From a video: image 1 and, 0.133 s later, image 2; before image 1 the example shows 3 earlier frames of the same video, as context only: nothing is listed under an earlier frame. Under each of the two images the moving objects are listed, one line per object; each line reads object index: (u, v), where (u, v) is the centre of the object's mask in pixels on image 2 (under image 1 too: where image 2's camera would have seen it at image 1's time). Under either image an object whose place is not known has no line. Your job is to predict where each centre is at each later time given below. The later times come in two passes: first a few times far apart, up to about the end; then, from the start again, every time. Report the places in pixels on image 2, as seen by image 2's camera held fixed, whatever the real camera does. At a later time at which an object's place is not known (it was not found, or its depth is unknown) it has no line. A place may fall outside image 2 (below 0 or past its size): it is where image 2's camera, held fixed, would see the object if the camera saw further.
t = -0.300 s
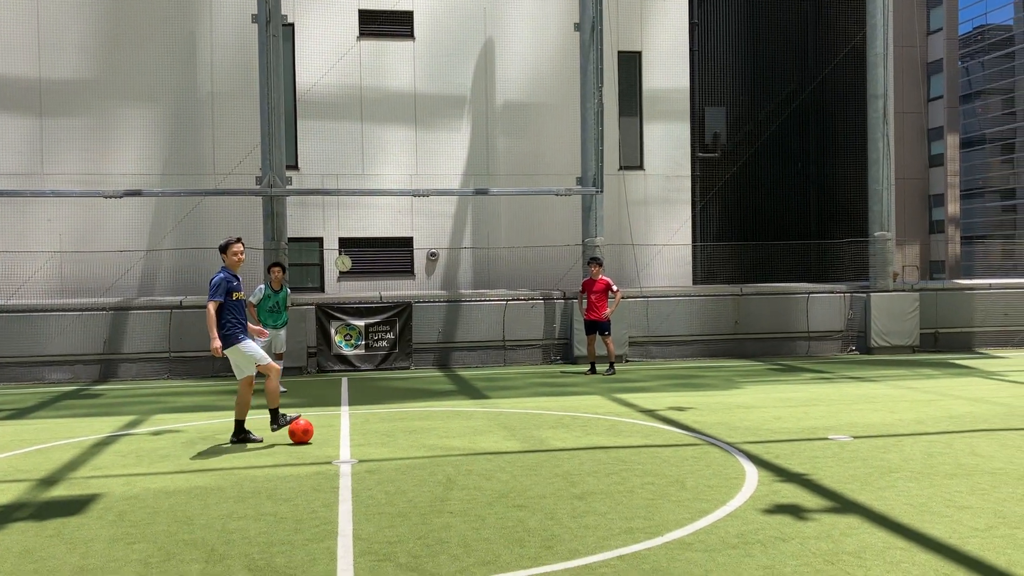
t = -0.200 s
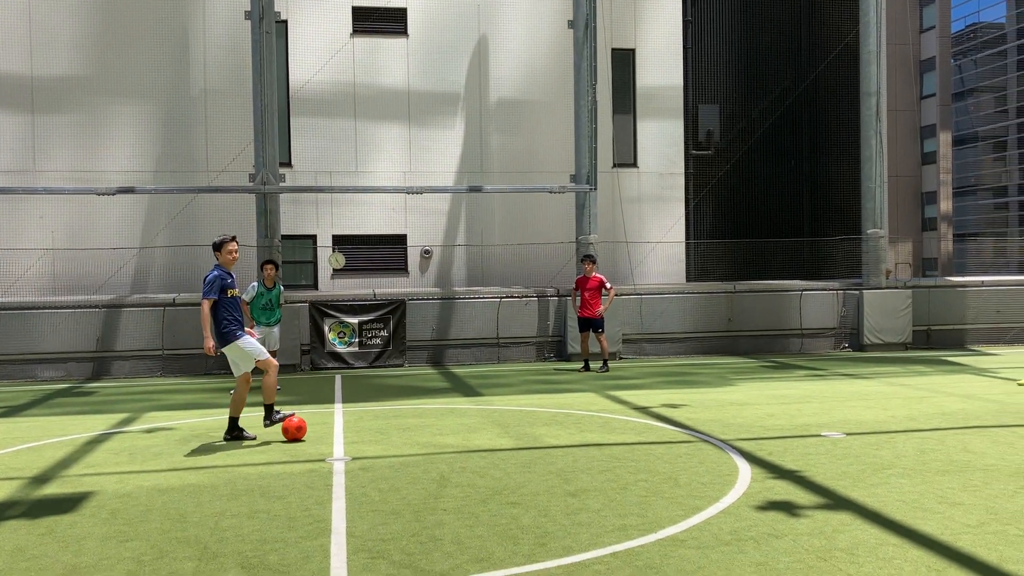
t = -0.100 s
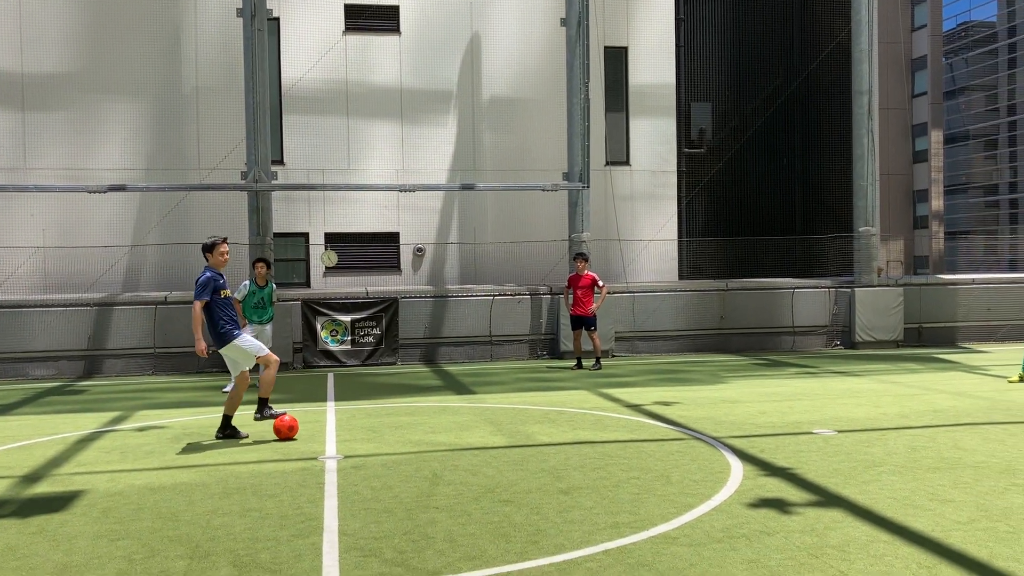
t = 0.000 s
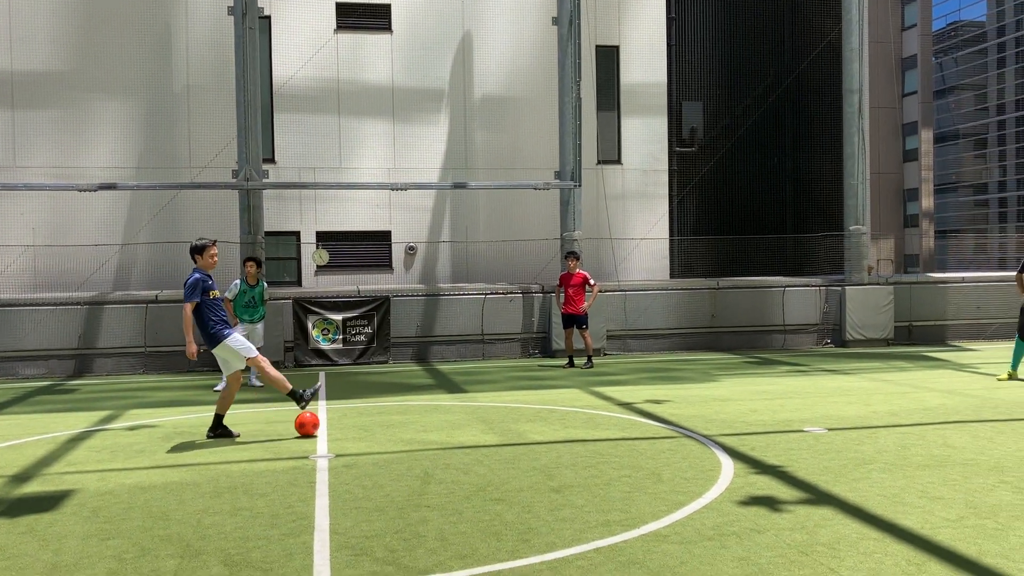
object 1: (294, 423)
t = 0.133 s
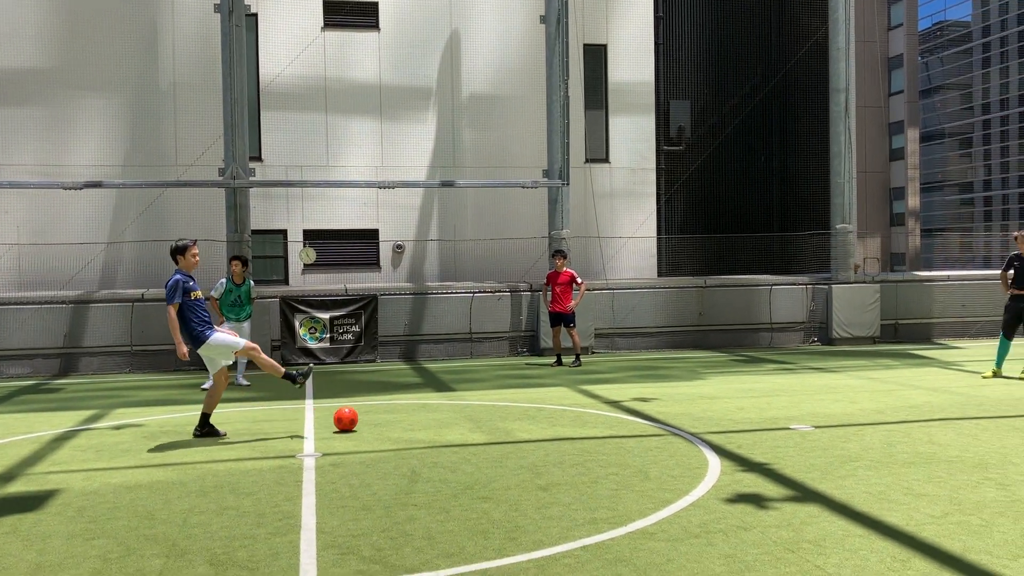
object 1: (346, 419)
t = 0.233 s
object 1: (382, 416)
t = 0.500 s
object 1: (473, 408)
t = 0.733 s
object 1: (543, 403)
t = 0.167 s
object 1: (358, 418)
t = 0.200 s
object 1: (370, 417)
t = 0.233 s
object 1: (382, 416)
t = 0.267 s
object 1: (394, 415)
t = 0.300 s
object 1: (406, 414)
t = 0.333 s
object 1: (417, 413)
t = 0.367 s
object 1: (428, 412)
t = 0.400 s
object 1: (440, 411)
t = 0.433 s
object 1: (451, 410)
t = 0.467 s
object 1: (462, 410)
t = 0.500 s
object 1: (473, 408)
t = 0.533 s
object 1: (483, 408)
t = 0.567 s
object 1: (493, 407)
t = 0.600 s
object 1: (504, 406)
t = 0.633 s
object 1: (514, 406)
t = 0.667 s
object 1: (524, 405)
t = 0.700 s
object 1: (534, 404)
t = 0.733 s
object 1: (543, 403)
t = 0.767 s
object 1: (553, 402)
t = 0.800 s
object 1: (562, 402)
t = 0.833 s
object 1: (571, 401)
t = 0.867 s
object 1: (580, 400)
